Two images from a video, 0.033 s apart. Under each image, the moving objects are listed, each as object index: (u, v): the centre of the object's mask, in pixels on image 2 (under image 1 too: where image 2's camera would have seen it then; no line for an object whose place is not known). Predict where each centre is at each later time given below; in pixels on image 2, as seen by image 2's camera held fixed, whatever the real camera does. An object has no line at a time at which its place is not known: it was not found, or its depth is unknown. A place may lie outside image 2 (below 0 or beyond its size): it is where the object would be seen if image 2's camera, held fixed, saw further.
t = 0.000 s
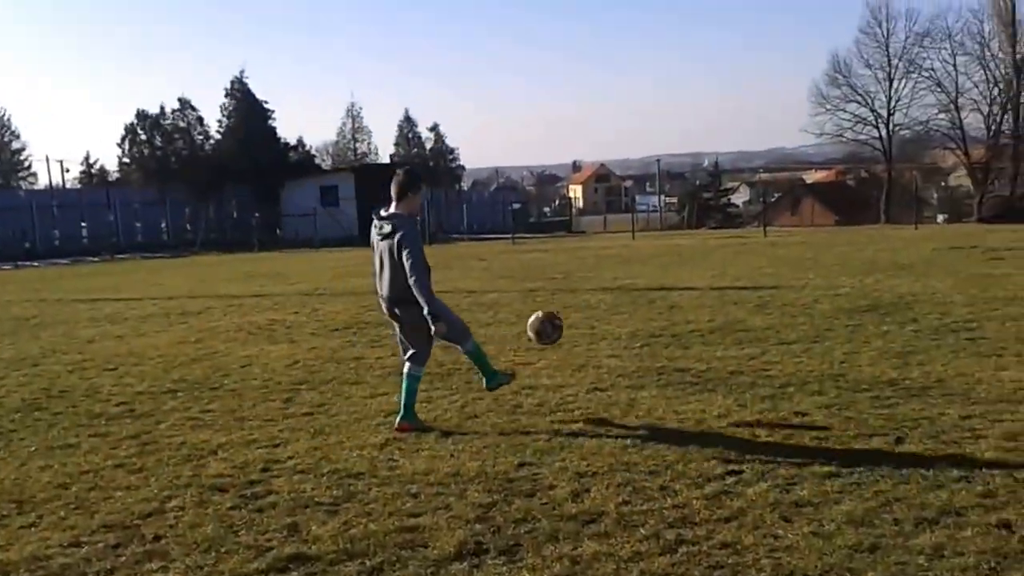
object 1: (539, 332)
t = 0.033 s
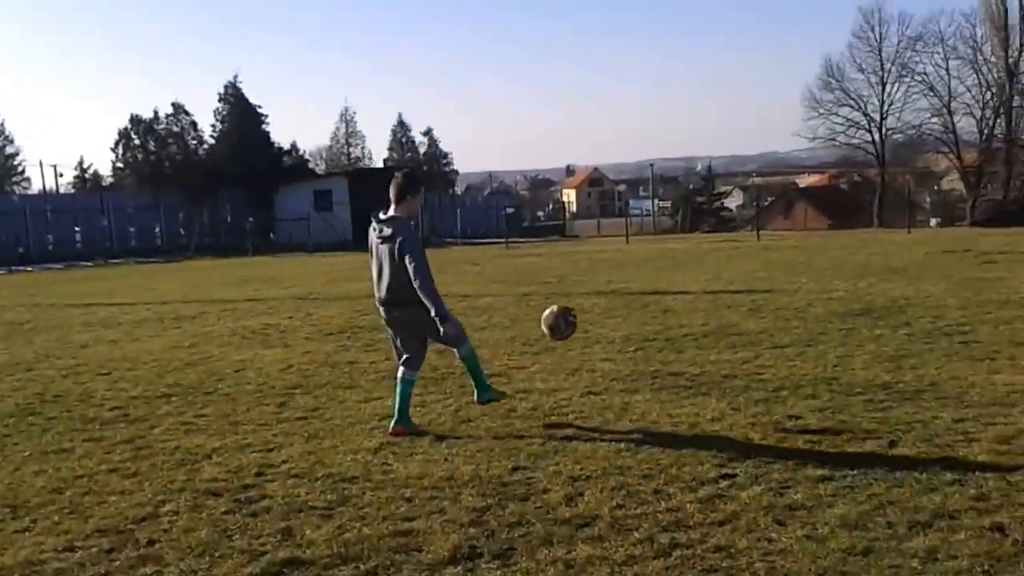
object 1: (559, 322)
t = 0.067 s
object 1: (579, 314)
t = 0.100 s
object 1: (600, 308)
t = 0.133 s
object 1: (621, 304)
